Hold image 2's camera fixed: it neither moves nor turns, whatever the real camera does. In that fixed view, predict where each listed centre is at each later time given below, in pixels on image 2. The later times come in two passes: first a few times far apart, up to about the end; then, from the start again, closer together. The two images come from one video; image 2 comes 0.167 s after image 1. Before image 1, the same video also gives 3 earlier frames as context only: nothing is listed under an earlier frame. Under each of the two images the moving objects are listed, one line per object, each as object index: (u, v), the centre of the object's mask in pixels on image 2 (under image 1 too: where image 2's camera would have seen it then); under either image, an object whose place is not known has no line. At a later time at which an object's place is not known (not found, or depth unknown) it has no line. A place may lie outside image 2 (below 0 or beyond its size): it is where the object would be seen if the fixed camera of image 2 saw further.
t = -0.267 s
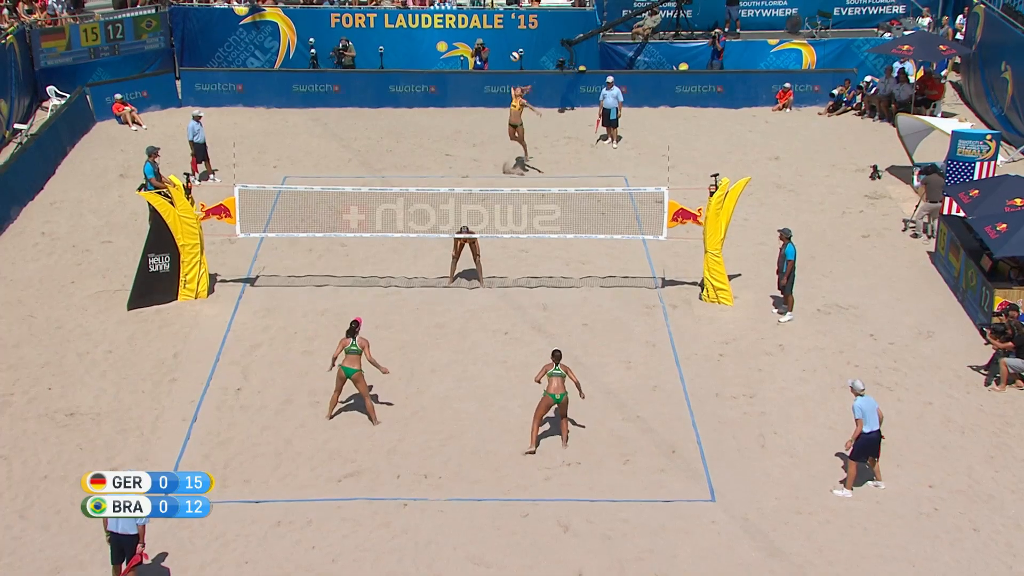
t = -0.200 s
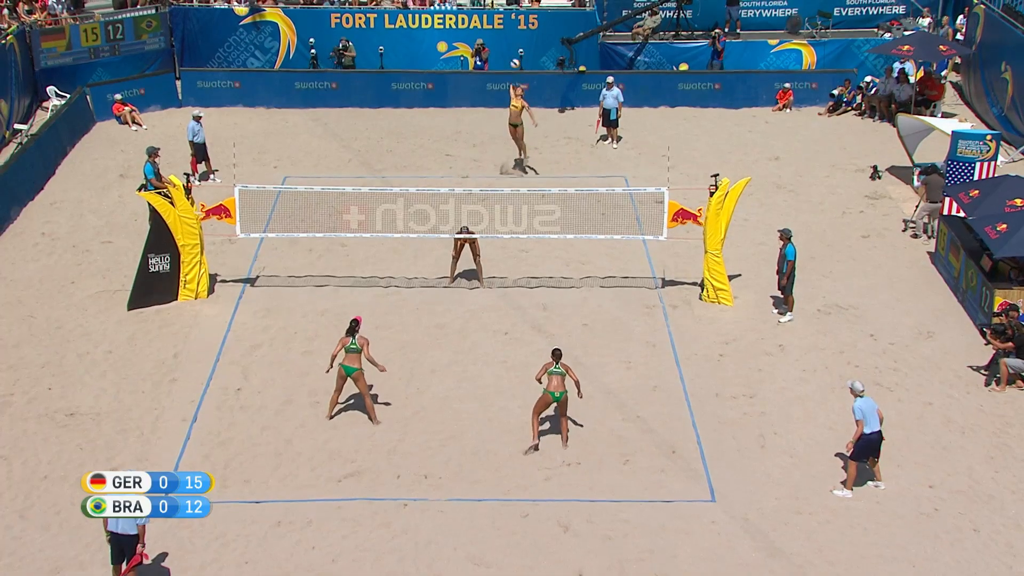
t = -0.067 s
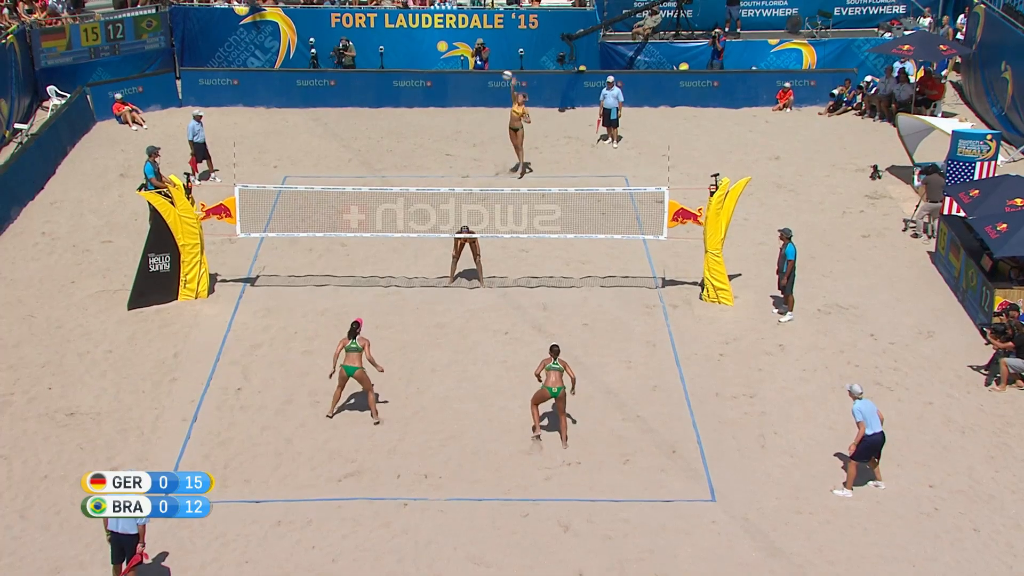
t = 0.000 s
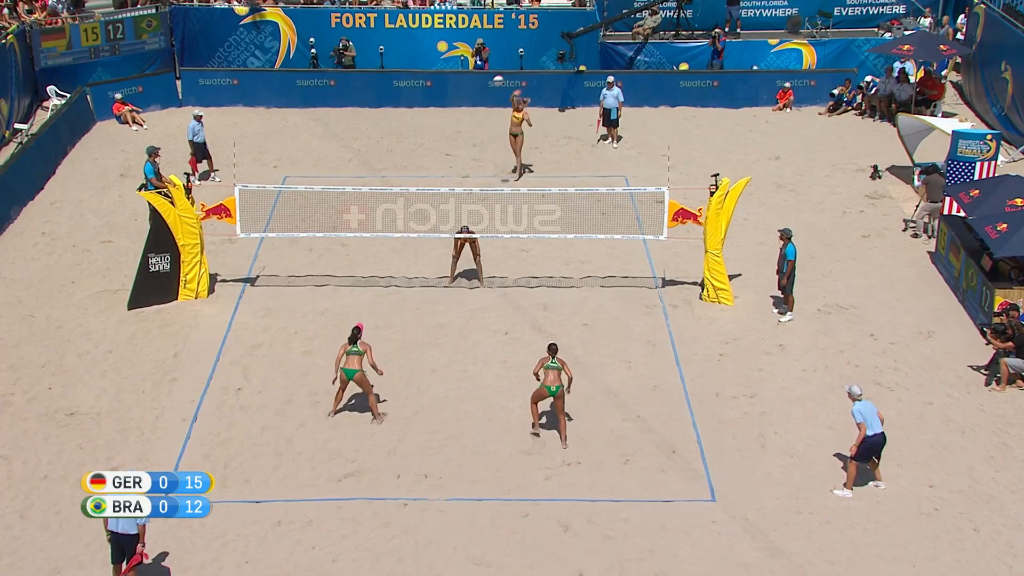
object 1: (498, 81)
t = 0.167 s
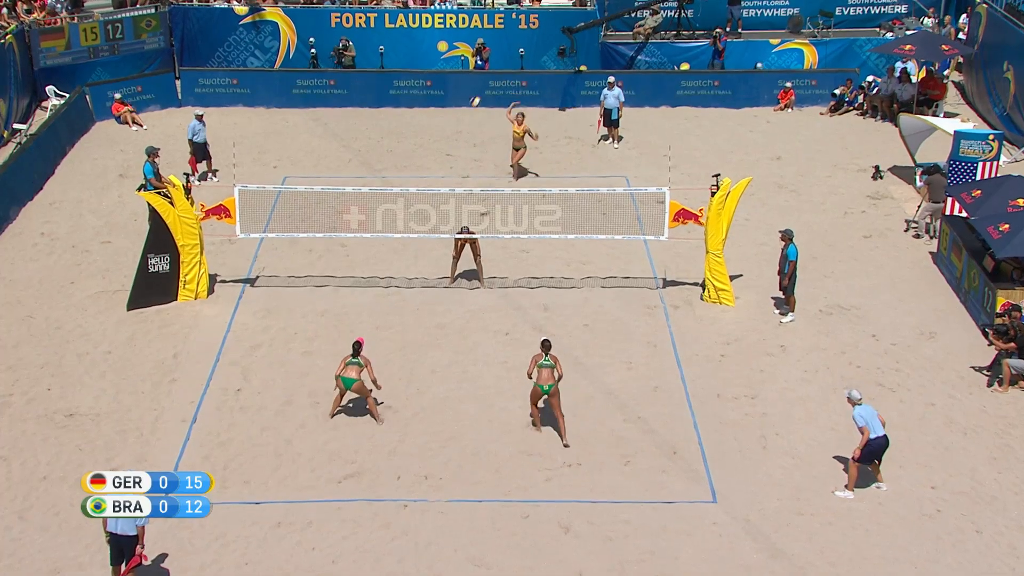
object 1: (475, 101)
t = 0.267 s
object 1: (460, 123)
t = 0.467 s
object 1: (423, 184)
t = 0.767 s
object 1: (354, 326)
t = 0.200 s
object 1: (470, 108)
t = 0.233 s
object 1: (465, 115)
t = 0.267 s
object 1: (460, 123)
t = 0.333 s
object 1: (448, 140)
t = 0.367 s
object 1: (442, 151)
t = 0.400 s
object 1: (436, 160)
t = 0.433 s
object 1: (430, 172)
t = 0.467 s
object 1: (423, 184)
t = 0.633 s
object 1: (387, 256)
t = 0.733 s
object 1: (364, 307)
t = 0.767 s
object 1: (354, 326)
